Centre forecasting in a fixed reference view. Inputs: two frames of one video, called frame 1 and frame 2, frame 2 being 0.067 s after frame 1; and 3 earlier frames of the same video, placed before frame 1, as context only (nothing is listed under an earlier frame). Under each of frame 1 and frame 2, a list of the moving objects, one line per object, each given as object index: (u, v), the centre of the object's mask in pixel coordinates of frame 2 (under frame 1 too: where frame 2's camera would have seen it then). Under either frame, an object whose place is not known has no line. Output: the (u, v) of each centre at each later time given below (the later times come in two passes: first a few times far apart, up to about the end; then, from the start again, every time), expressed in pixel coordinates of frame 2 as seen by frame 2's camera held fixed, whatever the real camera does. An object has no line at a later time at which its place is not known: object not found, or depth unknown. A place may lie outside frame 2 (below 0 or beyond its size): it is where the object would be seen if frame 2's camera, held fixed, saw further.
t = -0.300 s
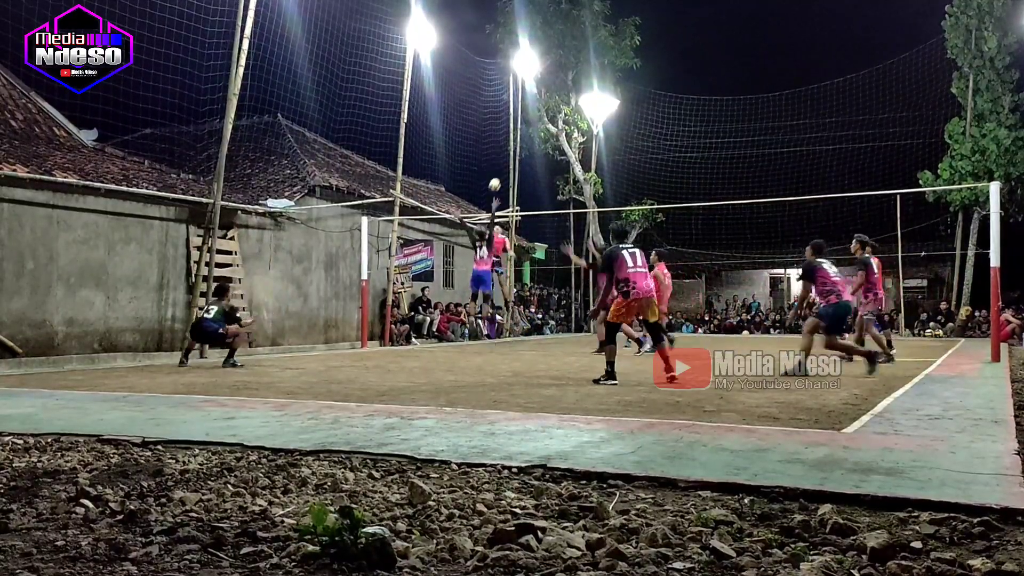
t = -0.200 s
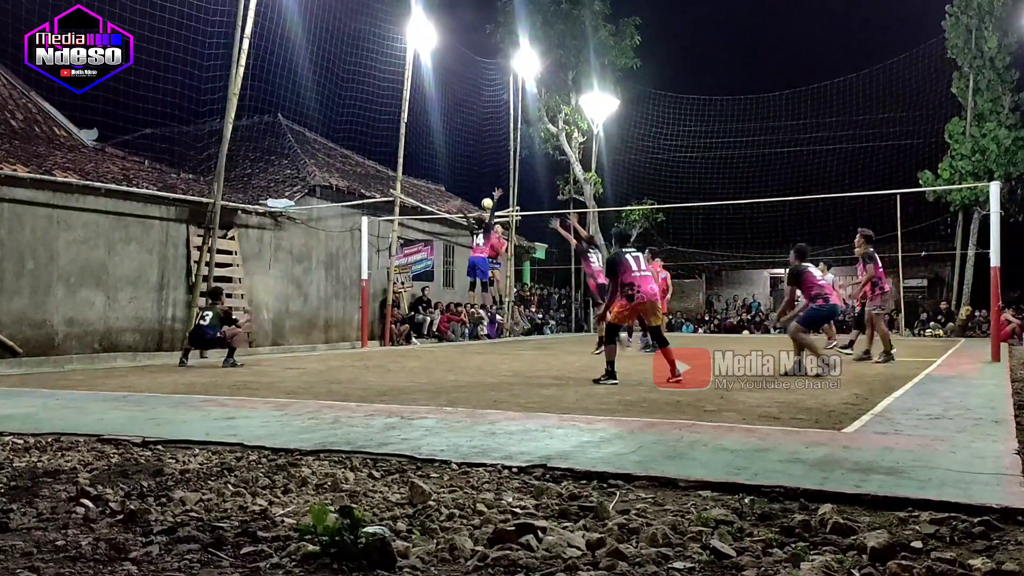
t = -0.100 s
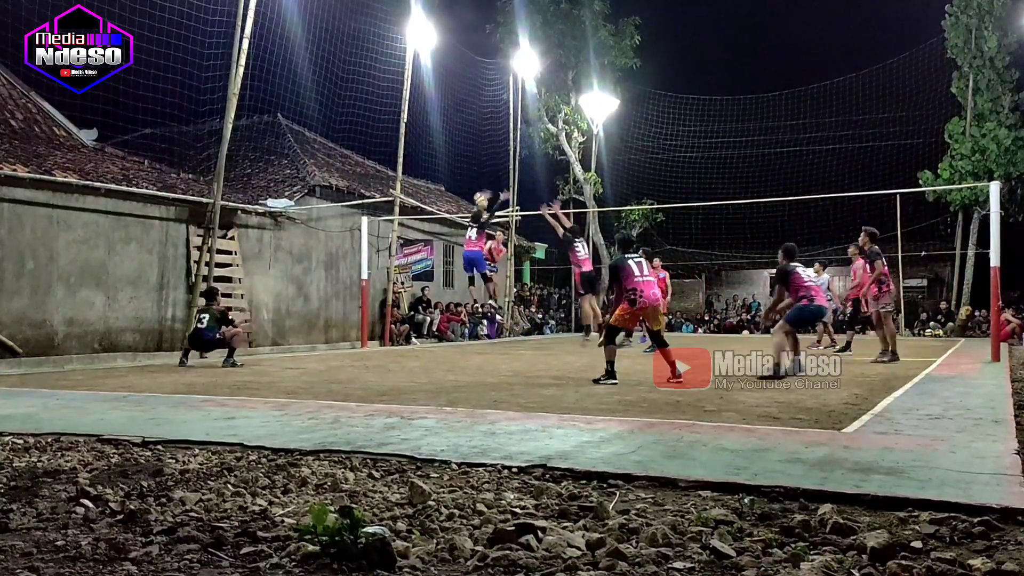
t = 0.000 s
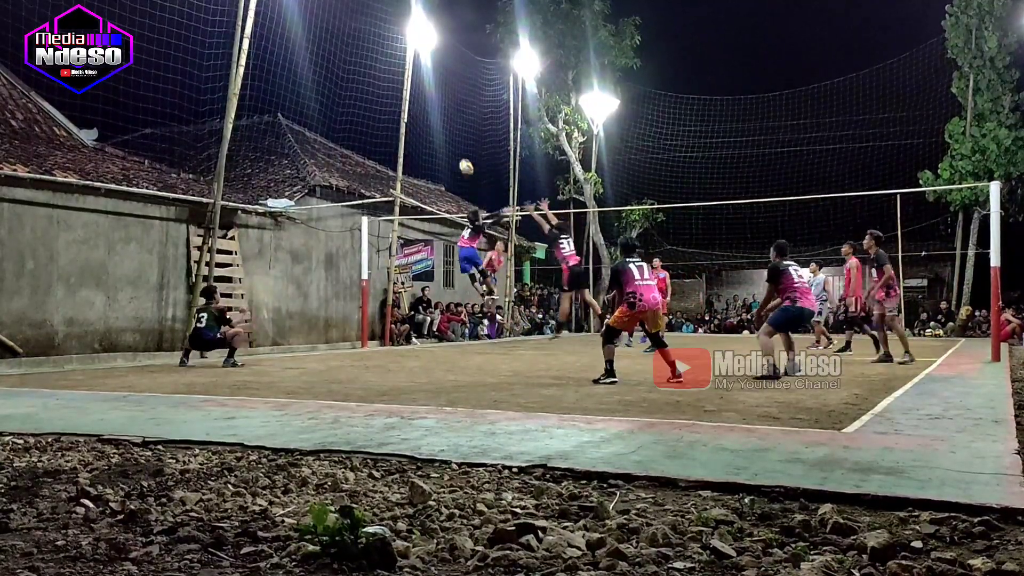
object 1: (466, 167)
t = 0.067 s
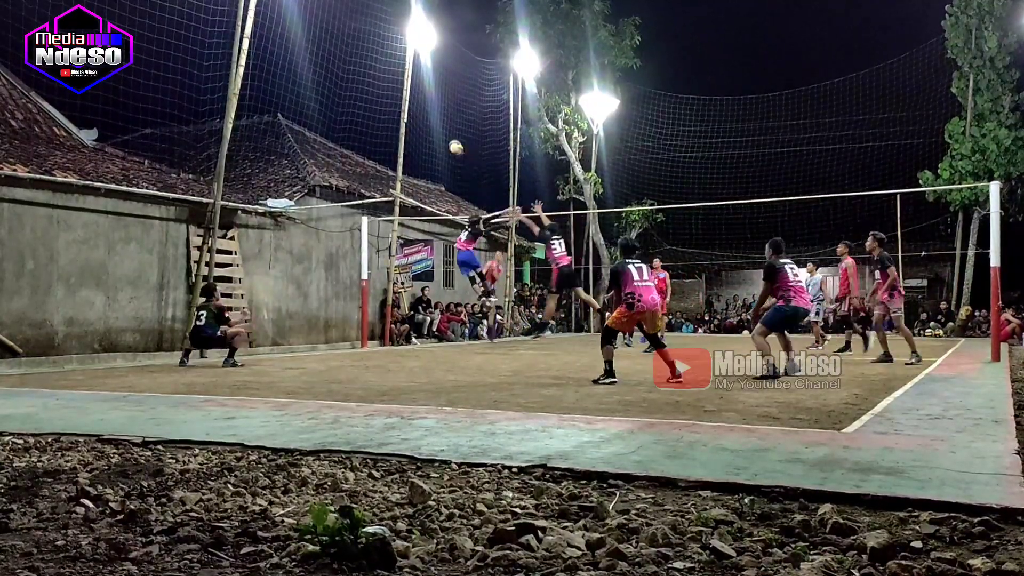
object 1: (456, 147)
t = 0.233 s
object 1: (430, 110)
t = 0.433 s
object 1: (397, 84)
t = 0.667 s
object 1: (360, 85)
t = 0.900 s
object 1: (318, 120)
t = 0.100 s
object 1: (450, 139)
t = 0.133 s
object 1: (446, 131)
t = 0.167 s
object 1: (441, 123)
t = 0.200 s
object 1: (435, 116)
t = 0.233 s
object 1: (430, 110)
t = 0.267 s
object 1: (425, 104)
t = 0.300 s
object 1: (420, 99)
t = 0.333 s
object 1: (415, 94)
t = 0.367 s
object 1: (410, 90)
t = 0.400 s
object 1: (403, 87)
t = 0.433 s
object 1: (397, 84)
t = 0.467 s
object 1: (393, 82)
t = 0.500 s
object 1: (388, 81)
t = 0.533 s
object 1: (382, 80)
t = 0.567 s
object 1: (376, 81)
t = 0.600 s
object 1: (371, 81)
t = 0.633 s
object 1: (365, 83)
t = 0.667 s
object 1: (360, 85)
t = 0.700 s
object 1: (354, 87)
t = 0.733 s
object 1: (348, 91)
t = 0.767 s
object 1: (342, 95)
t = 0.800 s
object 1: (337, 101)
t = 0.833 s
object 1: (330, 106)
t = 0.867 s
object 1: (325, 113)
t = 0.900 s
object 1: (318, 120)
